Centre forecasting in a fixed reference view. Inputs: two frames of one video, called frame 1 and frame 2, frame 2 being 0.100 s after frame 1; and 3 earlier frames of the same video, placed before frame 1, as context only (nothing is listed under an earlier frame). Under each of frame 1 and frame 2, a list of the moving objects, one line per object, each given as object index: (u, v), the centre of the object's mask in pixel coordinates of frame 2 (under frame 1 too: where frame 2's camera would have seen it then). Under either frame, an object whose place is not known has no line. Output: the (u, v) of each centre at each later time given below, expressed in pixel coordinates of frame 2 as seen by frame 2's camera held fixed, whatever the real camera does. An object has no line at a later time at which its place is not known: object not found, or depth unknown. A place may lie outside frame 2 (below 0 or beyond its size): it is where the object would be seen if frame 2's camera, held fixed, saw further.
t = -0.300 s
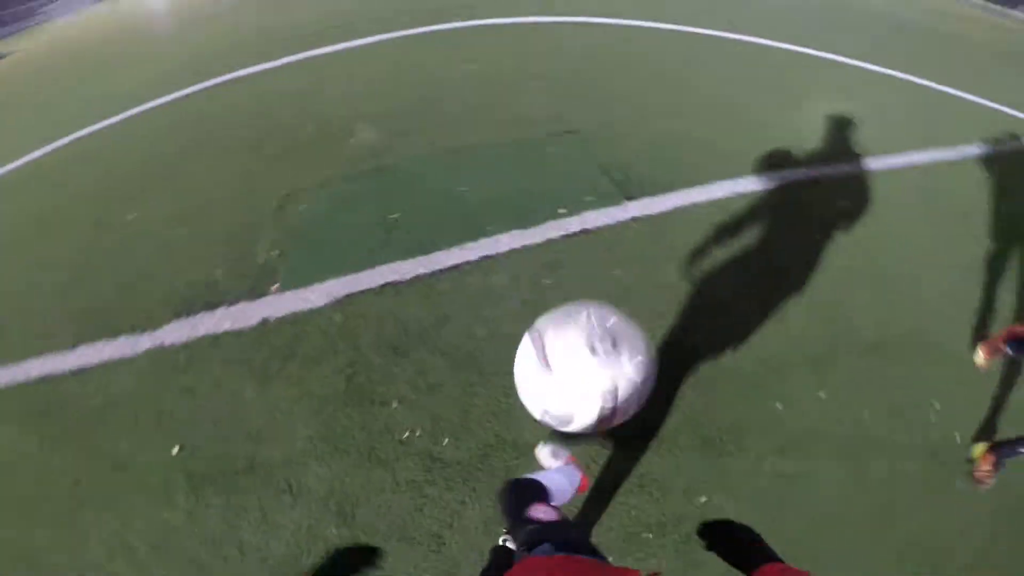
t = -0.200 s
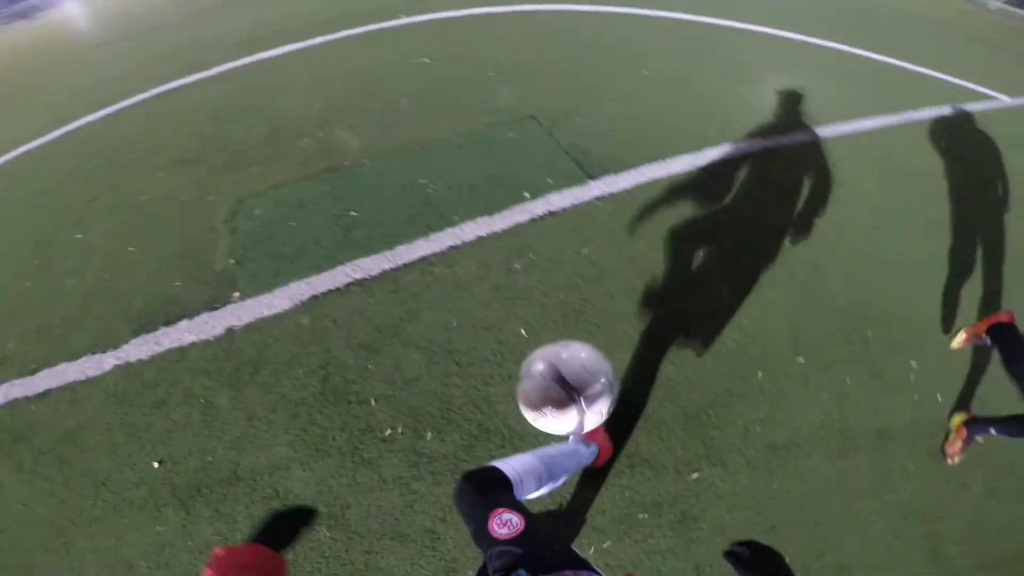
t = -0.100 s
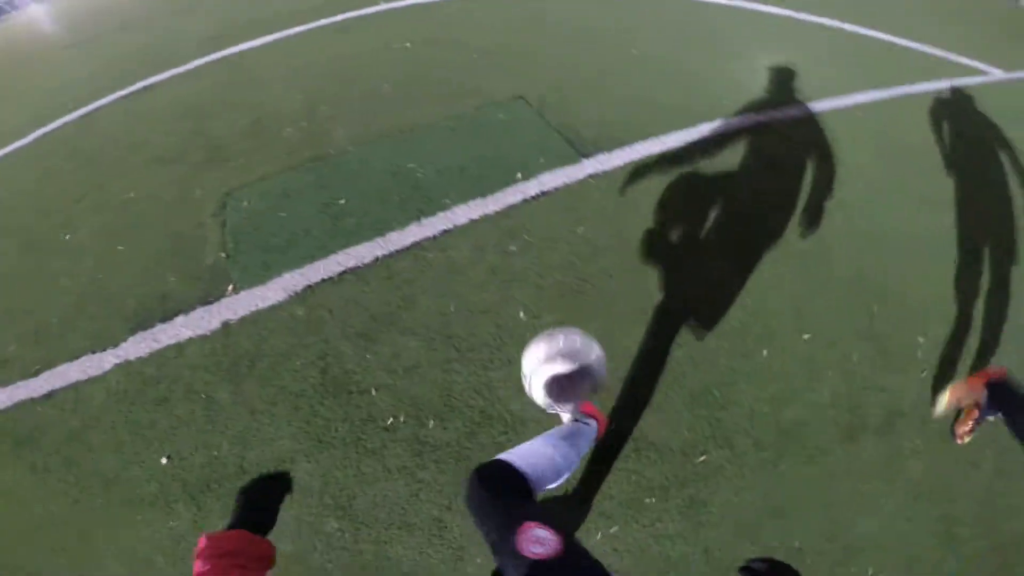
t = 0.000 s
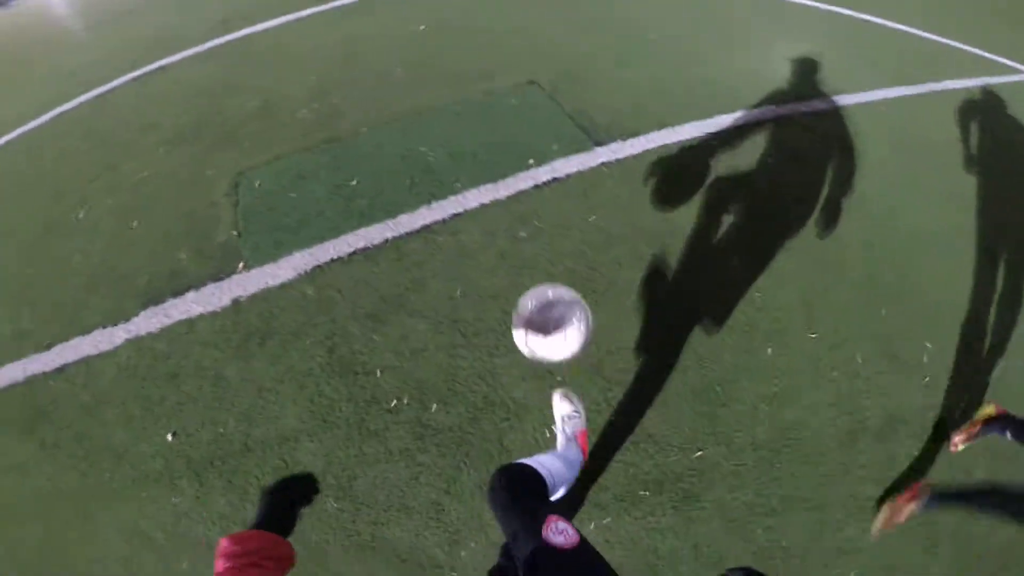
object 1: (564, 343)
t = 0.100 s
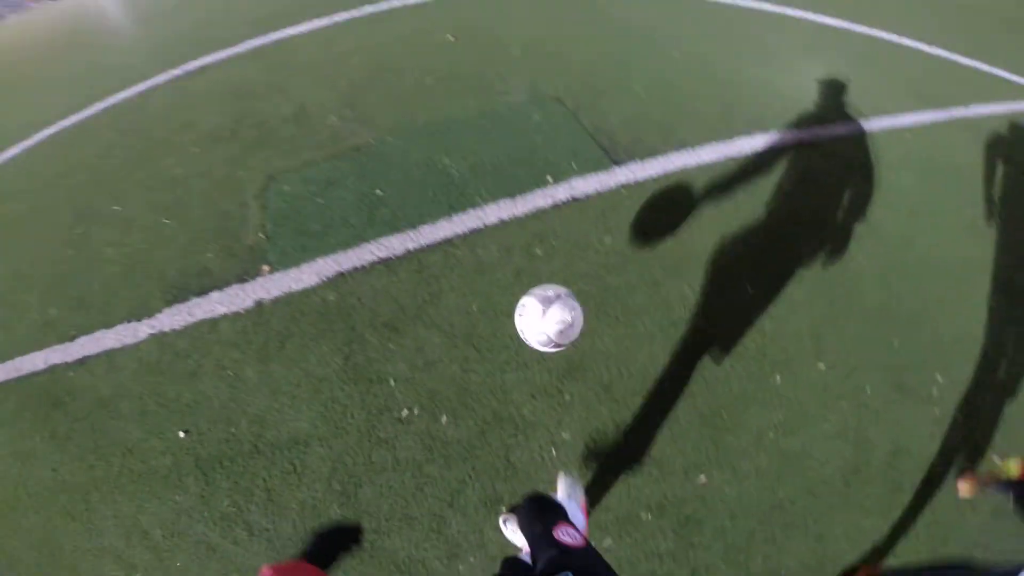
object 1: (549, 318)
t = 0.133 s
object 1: (544, 314)
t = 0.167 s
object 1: (541, 312)
